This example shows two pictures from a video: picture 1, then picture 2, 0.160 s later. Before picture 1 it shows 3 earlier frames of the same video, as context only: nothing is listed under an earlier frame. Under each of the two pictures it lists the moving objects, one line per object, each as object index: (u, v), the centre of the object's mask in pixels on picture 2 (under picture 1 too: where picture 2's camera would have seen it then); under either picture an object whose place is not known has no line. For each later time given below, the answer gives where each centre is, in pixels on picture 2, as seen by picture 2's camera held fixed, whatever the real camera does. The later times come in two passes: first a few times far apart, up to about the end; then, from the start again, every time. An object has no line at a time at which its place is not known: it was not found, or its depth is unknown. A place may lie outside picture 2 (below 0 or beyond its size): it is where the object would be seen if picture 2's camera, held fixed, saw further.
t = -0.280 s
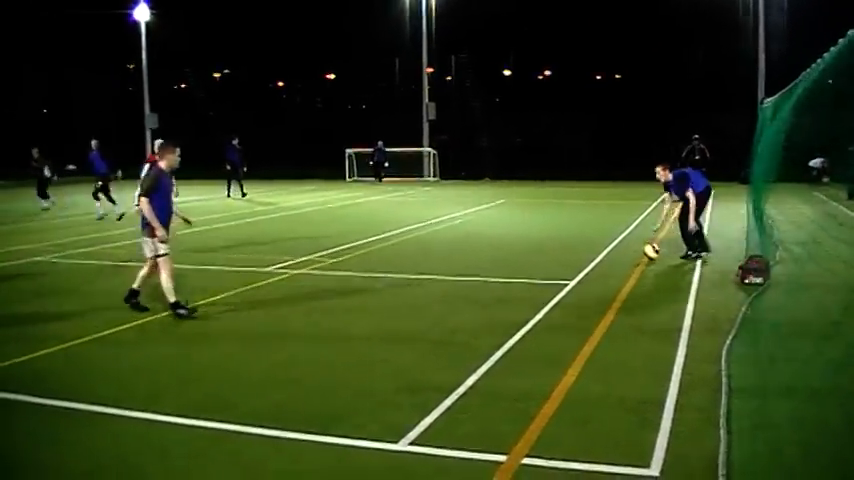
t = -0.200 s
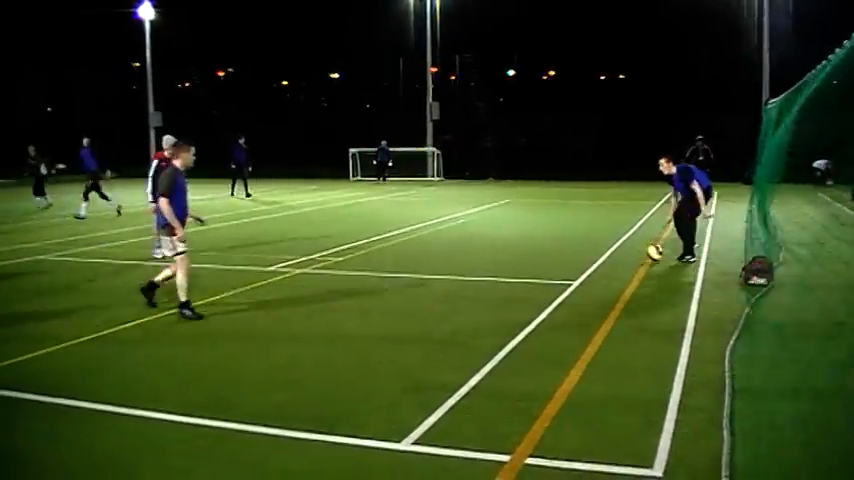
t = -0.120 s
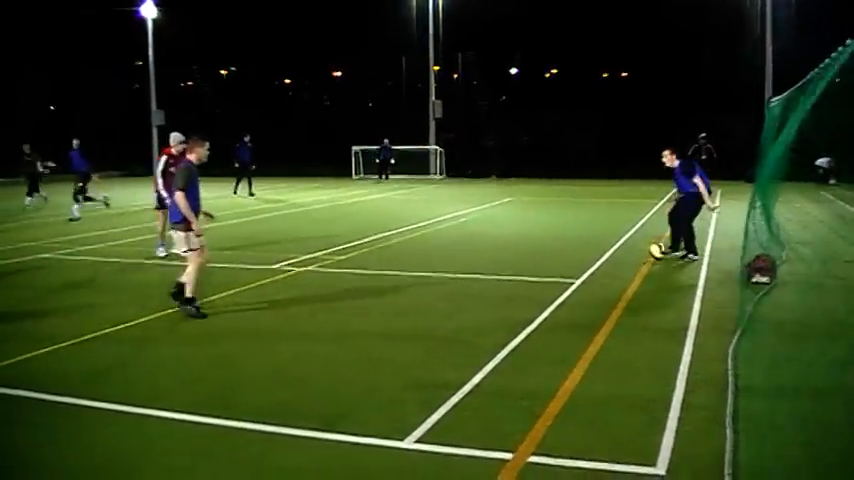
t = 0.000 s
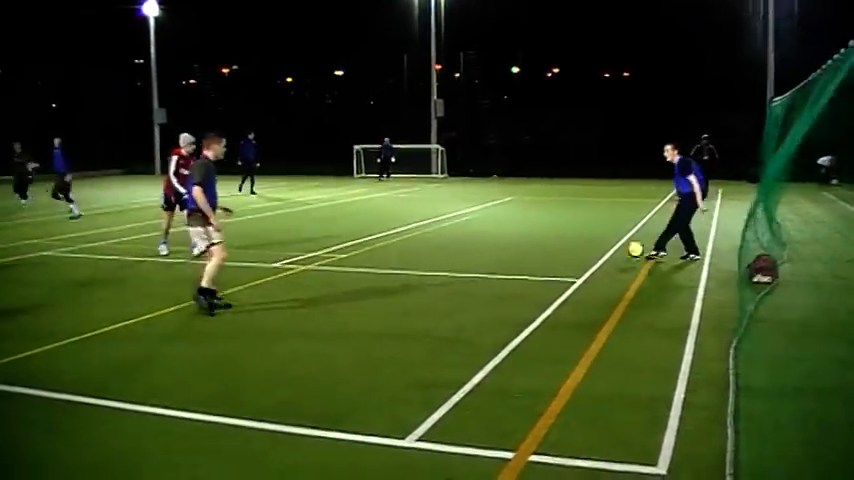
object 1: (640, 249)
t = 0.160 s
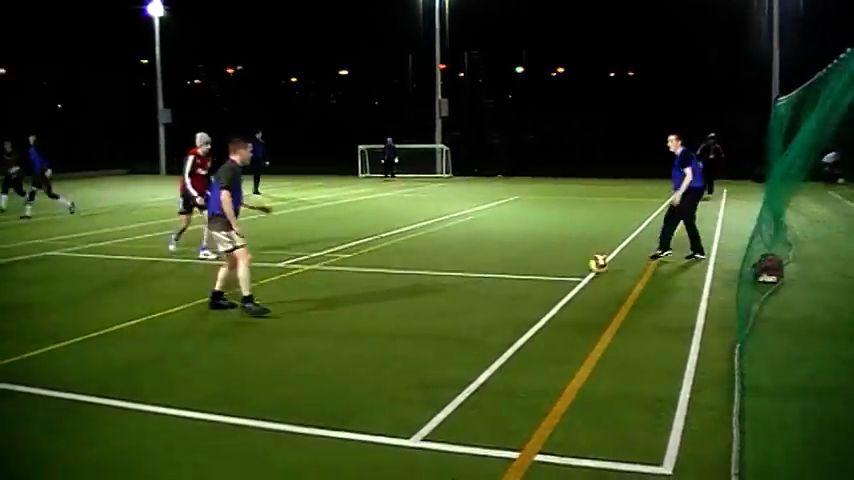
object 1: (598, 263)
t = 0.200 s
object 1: (588, 264)
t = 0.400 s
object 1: (531, 278)
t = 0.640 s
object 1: (455, 293)
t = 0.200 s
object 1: (588, 264)
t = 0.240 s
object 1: (577, 264)
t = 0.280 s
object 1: (566, 266)
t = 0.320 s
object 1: (555, 269)
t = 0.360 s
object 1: (543, 274)
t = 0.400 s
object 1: (531, 278)
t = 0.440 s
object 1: (519, 277)
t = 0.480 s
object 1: (506, 280)
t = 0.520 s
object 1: (494, 284)
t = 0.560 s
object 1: (480, 289)
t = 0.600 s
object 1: (468, 290)
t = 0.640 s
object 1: (455, 293)
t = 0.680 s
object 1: (442, 296)
